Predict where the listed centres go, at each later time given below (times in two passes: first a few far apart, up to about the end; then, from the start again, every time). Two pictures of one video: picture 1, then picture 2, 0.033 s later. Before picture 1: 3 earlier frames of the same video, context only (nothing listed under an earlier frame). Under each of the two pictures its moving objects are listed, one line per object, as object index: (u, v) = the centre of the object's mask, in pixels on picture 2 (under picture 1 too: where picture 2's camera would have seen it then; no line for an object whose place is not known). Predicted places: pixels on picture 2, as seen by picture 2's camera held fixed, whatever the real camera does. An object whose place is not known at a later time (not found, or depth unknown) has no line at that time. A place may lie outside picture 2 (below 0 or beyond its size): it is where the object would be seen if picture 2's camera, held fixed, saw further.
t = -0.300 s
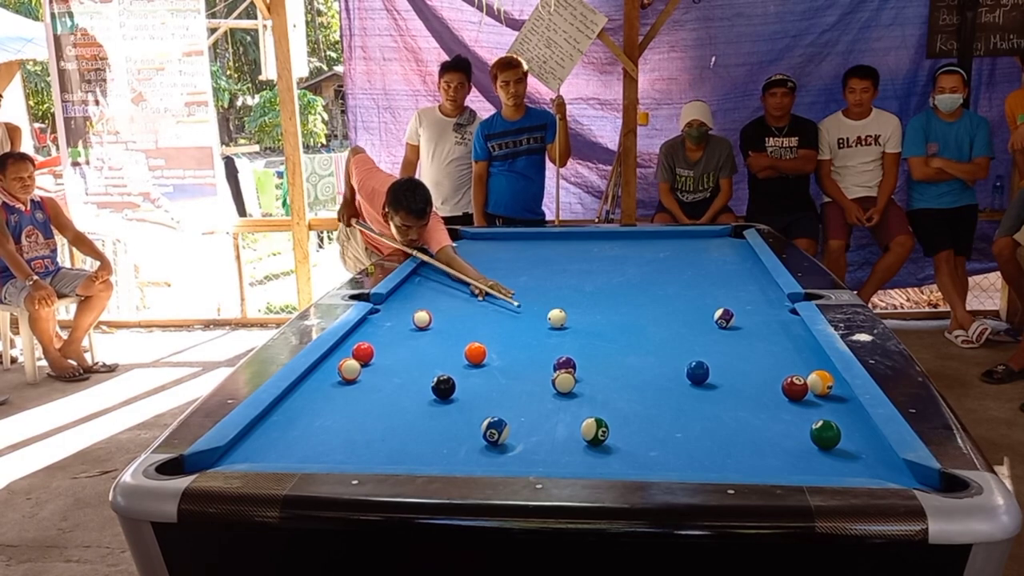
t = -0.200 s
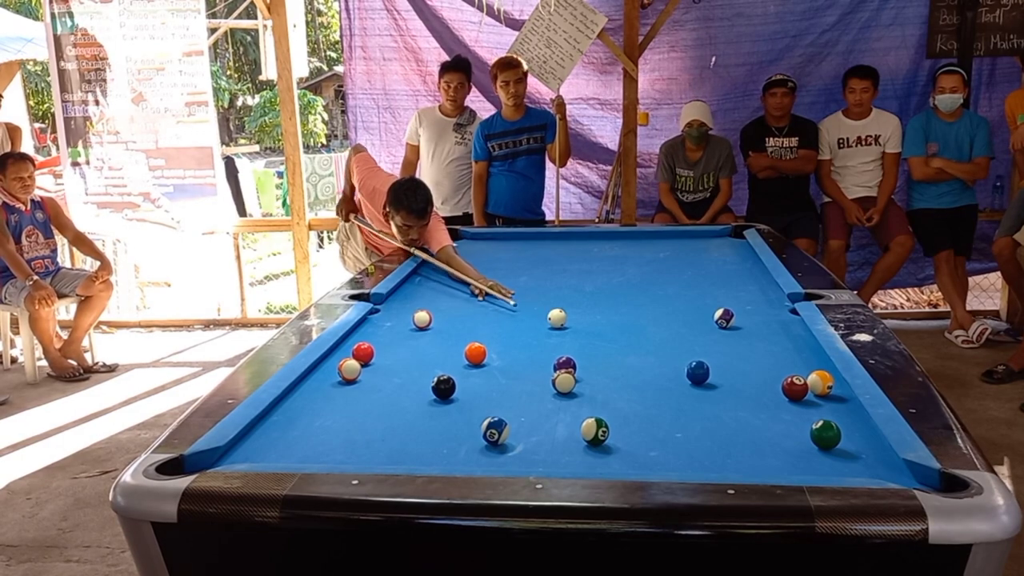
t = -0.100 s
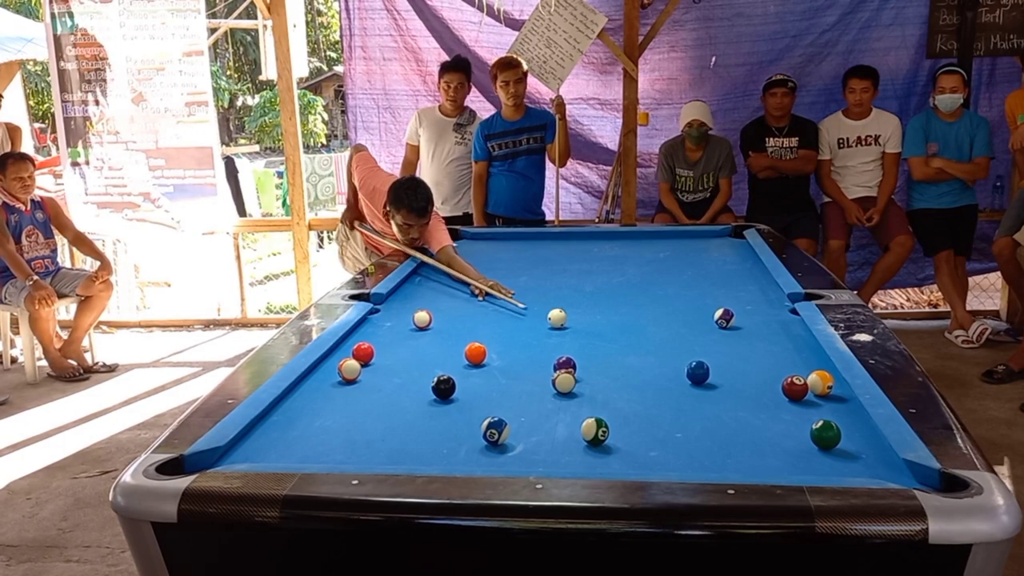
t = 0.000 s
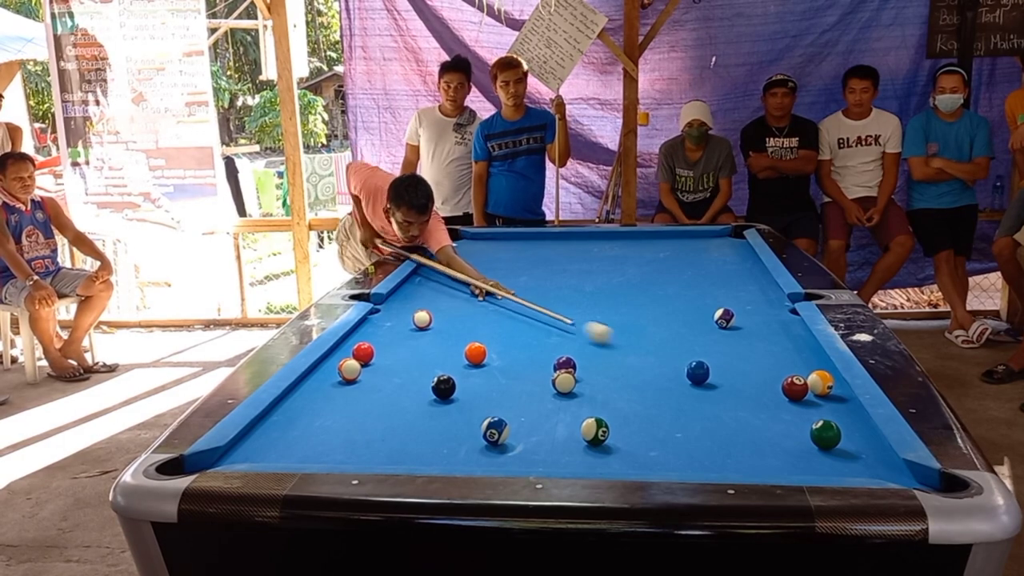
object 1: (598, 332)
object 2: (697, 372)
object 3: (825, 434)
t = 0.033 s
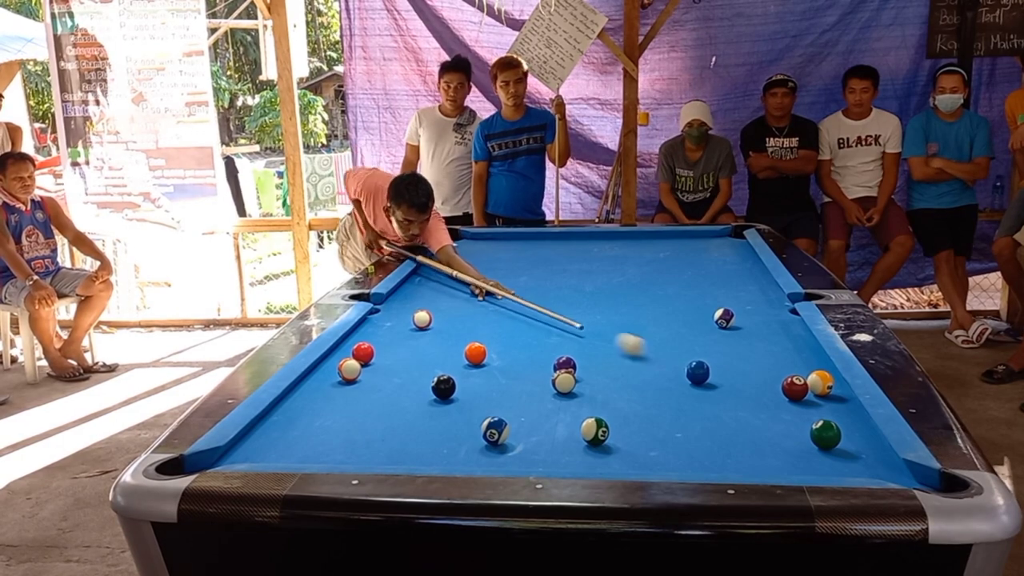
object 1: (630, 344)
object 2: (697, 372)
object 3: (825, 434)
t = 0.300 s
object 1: (719, 362)
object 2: (838, 423)
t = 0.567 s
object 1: (758, 360)
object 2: (832, 417)
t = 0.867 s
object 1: (798, 357)
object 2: (789, 408)
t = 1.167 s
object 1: (802, 356)
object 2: (752, 400)
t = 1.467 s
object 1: (778, 354)
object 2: (720, 394)
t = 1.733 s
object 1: (760, 352)
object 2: (696, 389)
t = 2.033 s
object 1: (743, 351)
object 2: (673, 385)
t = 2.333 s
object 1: (730, 350)
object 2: (653, 382)
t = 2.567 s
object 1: (722, 350)
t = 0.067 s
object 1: (666, 357)
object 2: (697, 372)
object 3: (825, 434)
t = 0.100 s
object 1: (688, 364)
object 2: (716, 380)
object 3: (825, 434)
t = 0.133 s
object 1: (694, 364)
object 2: (753, 399)
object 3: (825, 434)
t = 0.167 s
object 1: (699, 364)
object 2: (796, 424)
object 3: (825, 434)
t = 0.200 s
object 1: (704, 363)
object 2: (814, 424)
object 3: (847, 447)
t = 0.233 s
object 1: (709, 363)
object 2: (823, 424)
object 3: (889, 470)
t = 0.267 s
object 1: (715, 363)
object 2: (831, 423)
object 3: (934, 485)
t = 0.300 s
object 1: (719, 362)
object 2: (838, 423)
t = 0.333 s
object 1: (724, 362)
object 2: (845, 423)
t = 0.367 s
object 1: (729, 362)
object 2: (852, 423)
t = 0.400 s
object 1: (734, 361)
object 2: (858, 422)
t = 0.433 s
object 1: (739, 361)
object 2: (853, 422)
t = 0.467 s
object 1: (744, 361)
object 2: (847, 420)
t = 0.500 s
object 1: (748, 361)
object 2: (842, 419)
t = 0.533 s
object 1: (753, 360)
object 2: (837, 418)
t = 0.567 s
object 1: (758, 360)
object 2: (832, 417)
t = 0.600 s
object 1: (762, 360)
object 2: (826, 416)
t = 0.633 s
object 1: (767, 359)
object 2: (821, 415)
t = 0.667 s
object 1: (771, 359)
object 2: (816, 414)
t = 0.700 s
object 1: (776, 359)
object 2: (812, 413)
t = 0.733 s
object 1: (780, 359)
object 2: (807, 412)
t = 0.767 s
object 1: (785, 358)
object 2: (802, 411)
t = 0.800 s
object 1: (789, 358)
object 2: (798, 410)
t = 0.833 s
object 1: (793, 358)
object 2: (793, 409)
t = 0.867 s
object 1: (798, 357)
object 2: (789, 408)
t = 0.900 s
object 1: (802, 357)
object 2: (784, 407)
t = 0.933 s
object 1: (806, 357)
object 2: (780, 406)
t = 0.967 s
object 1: (810, 357)
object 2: (775, 406)
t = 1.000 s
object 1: (814, 357)
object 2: (771, 405)
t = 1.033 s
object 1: (814, 356)
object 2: (767, 404)
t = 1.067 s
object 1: (811, 356)
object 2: (764, 403)
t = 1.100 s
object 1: (808, 356)
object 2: (760, 402)
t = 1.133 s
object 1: (805, 356)
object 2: (756, 401)
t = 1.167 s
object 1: (802, 356)
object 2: (752, 400)
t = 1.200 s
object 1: (799, 355)
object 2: (748, 400)
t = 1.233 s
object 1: (796, 355)
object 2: (744, 399)
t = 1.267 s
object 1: (794, 355)
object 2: (740, 398)
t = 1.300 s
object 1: (791, 355)
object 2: (737, 397)
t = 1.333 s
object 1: (788, 355)
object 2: (734, 397)
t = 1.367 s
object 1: (786, 354)
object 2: (730, 396)
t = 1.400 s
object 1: (783, 354)
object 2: (727, 396)
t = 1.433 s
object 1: (780, 354)
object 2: (724, 395)
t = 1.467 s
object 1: (778, 354)
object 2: (720, 394)
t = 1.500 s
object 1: (776, 354)
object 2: (717, 394)
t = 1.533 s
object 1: (773, 353)
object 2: (714, 393)
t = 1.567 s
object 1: (771, 353)
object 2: (711, 392)
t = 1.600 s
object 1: (769, 353)
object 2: (708, 391)
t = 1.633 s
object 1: (767, 353)
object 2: (705, 391)
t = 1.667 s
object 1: (764, 353)
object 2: (702, 390)
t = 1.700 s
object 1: (762, 353)
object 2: (699, 390)
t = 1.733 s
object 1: (760, 352)
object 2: (696, 389)
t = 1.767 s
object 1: (758, 352)
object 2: (693, 388)
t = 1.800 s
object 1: (756, 352)
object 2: (691, 388)
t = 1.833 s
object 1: (754, 352)
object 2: (688, 388)
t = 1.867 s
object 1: (752, 352)
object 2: (685, 387)
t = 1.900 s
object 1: (751, 352)
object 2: (683, 387)
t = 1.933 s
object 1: (749, 352)
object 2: (680, 386)
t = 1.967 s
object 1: (747, 351)
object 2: (678, 386)
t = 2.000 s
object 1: (745, 351)
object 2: (675, 385)
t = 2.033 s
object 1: (743, 351)
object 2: (673, 385)
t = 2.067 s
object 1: (742, 351)
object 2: (670, 384)
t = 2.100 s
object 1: (740, 351)
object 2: (668, 384)
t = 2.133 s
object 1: (739, 351)
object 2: (666, 383)
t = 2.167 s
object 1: (737, 350)
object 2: (663, 383)
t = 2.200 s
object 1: (736, 350)
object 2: (661, 383)
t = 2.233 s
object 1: (734, 350)
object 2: (659, 382)
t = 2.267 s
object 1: (733, 350)
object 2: (657, 382)
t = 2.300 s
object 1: (731, 350)
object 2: (655, 382)
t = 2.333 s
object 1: (730, 350)
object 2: (653, 382)
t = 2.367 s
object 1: (729, 350)
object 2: (651, 381)
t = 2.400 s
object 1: (727, 350)
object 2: (649, 381)
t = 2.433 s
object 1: (726, 350)
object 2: (647, 380)
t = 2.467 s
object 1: (725, 350)
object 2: (645, 380)
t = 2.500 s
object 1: (724, 350)
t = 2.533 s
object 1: (723, 350)
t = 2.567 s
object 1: (722, 350)
